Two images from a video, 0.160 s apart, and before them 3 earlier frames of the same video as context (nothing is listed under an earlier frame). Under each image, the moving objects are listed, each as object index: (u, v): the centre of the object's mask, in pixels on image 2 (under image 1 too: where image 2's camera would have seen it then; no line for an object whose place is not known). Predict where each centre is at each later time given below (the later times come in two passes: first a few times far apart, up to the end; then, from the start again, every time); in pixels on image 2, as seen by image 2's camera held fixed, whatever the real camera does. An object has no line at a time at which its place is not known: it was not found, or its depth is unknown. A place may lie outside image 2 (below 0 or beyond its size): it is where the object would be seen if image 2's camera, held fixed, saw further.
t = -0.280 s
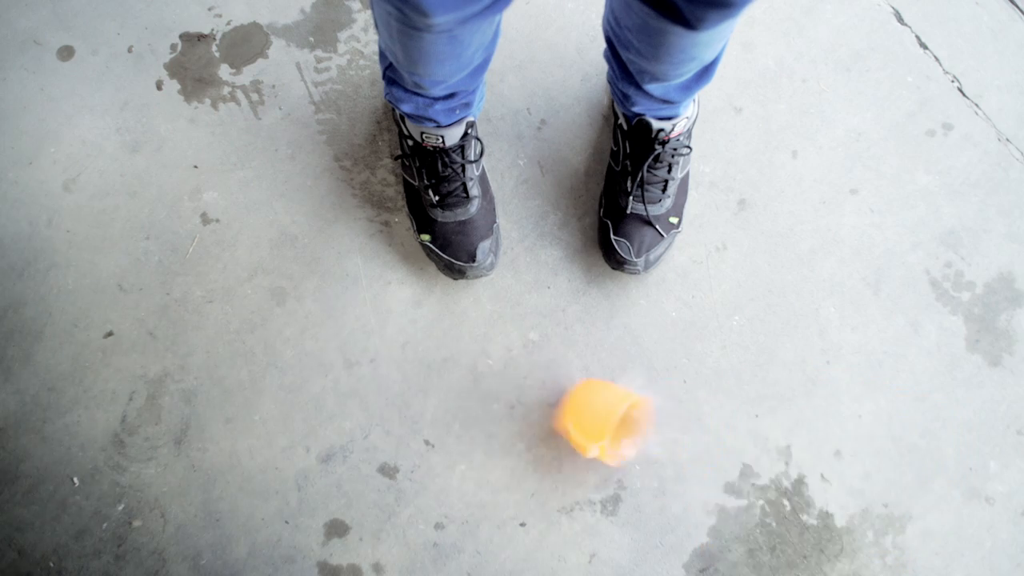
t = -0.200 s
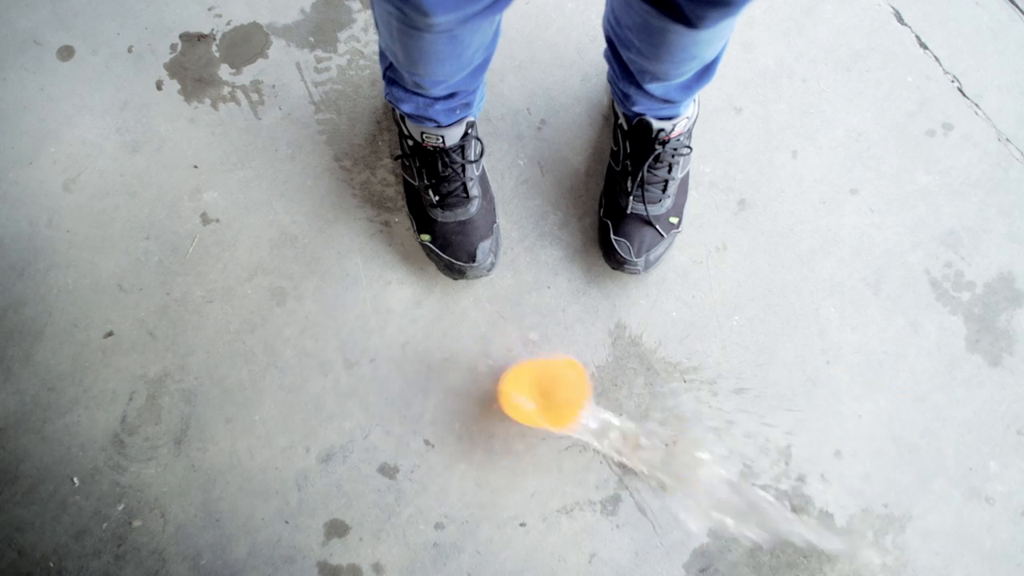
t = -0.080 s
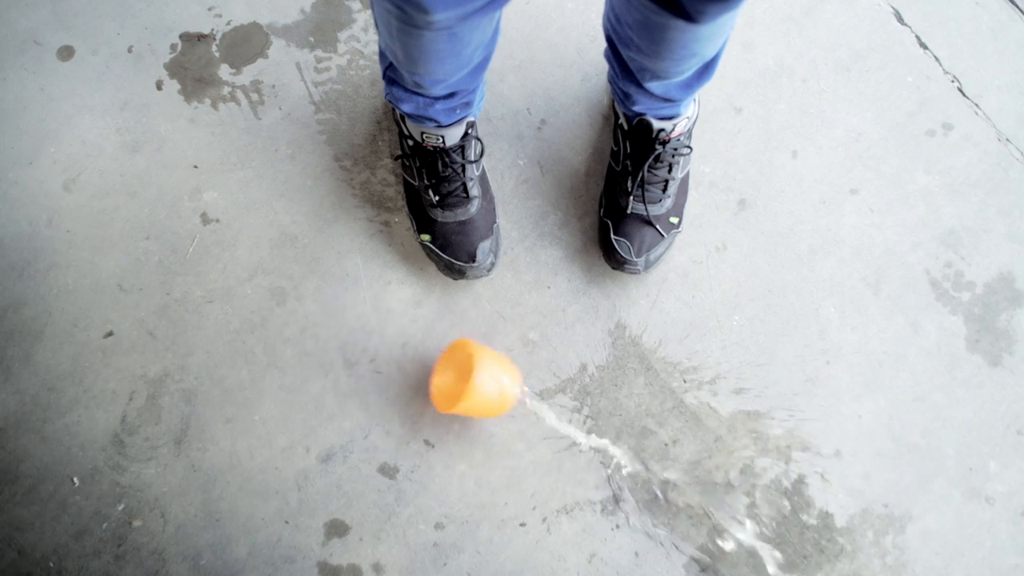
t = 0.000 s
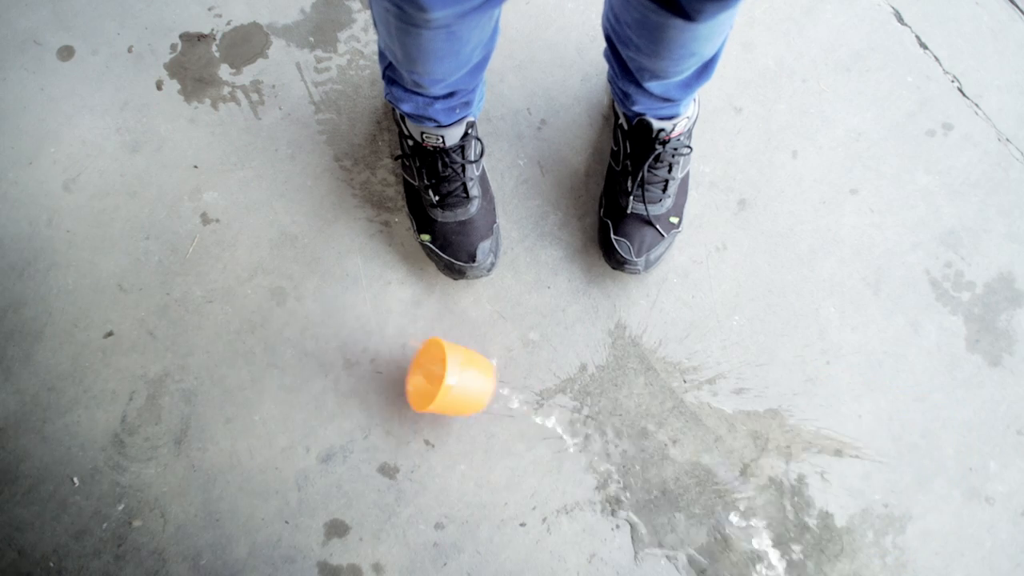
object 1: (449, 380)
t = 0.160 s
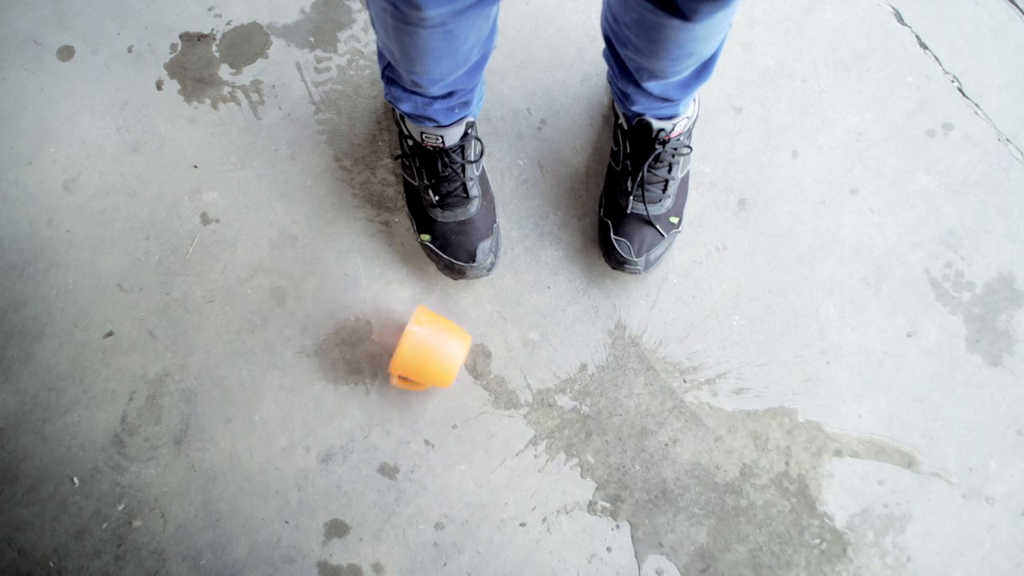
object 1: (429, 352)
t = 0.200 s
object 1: (424, 347)
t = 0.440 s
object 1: (430, 329)
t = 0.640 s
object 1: (433, 320)
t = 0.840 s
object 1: (433, 321)
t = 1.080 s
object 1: (428, 333)
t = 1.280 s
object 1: (424, 346)
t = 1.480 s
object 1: (424, 353)
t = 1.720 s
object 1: (423, 352)
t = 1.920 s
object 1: (422, 352)
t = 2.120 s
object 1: (423, 352)
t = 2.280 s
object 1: (423, 352)
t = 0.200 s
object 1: (424, 347)
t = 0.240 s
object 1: (425, 344)
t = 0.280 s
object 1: (425, 343)
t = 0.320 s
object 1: (426, 340)
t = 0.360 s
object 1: (427, 337)
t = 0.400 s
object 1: (428, 333)
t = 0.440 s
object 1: (430, 329)
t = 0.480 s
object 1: (431, 325)
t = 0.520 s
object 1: (432, 323)
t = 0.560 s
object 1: (433, 321)
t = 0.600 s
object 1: (433, 320)
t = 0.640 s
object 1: (433, 320)
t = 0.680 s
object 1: (433, 320)
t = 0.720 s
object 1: (433, 320)
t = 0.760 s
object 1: (433, 320)
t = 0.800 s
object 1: (433, 320)
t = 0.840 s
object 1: (433, 321)
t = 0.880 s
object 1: (432, 322)
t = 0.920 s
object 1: (432, 323)
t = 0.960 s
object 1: (431, 325)
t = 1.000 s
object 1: (430, 328)
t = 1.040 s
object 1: (429, 330)
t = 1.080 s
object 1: (428, 333)
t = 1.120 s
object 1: (427, 336)
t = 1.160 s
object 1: (426, 338)
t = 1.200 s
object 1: (426, 341)
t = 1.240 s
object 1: (425, 344)
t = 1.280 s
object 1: (424, 346)
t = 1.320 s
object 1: (423, 349)
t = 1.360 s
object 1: (424, 353)
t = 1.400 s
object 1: (424, 353)
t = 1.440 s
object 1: (425, 353)
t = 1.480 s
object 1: (424, 353)
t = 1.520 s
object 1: (422, 352)
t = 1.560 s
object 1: (422, 351)
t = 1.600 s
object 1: (422, 352)
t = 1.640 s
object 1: (422, 352)
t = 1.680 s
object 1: (423, 352)
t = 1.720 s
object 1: (423, 352)
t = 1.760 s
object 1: (423, 352)
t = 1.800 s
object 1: (423, 352)
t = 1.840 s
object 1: (423, 352)
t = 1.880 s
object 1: (422, 352)
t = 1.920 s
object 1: (422, 352)
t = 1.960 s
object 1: (422, 352)
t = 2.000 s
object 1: (423, 352)
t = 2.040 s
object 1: (423, 352)
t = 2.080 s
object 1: (423, 352)
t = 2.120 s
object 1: (423, 352)
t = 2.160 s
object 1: (423, 352)
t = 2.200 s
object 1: (423, 352)
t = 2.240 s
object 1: (423, 352)
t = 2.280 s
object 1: (423, 352)
